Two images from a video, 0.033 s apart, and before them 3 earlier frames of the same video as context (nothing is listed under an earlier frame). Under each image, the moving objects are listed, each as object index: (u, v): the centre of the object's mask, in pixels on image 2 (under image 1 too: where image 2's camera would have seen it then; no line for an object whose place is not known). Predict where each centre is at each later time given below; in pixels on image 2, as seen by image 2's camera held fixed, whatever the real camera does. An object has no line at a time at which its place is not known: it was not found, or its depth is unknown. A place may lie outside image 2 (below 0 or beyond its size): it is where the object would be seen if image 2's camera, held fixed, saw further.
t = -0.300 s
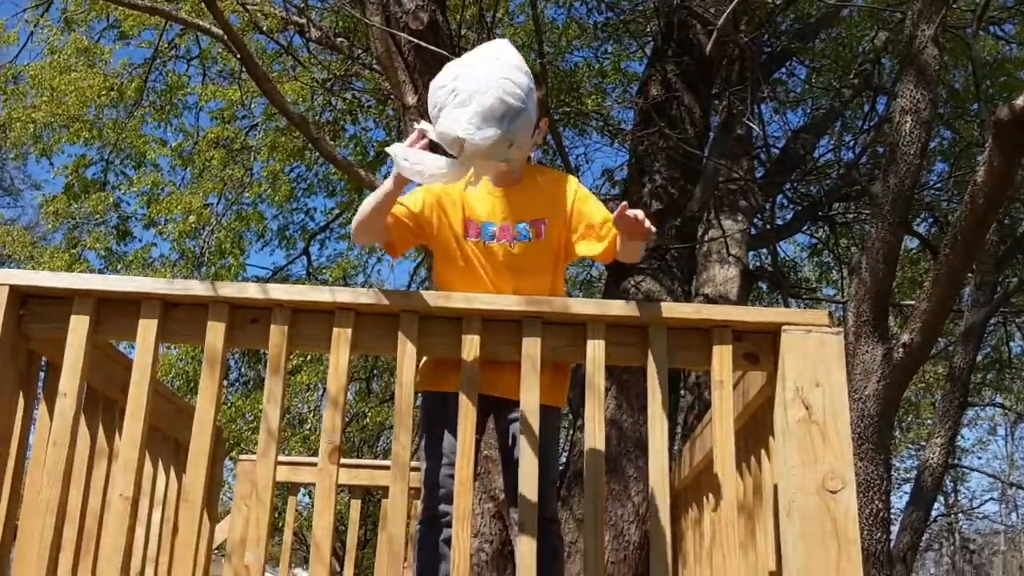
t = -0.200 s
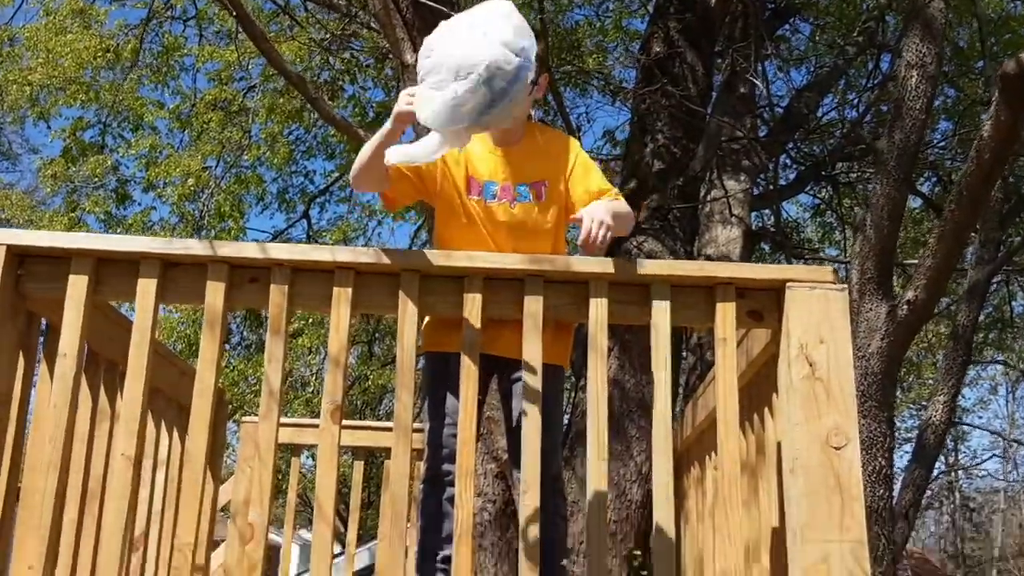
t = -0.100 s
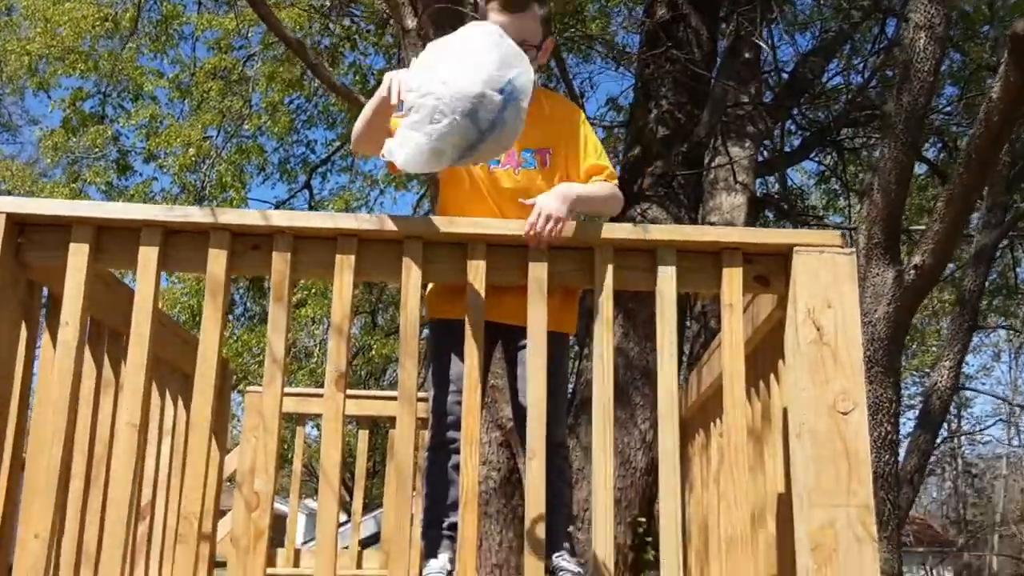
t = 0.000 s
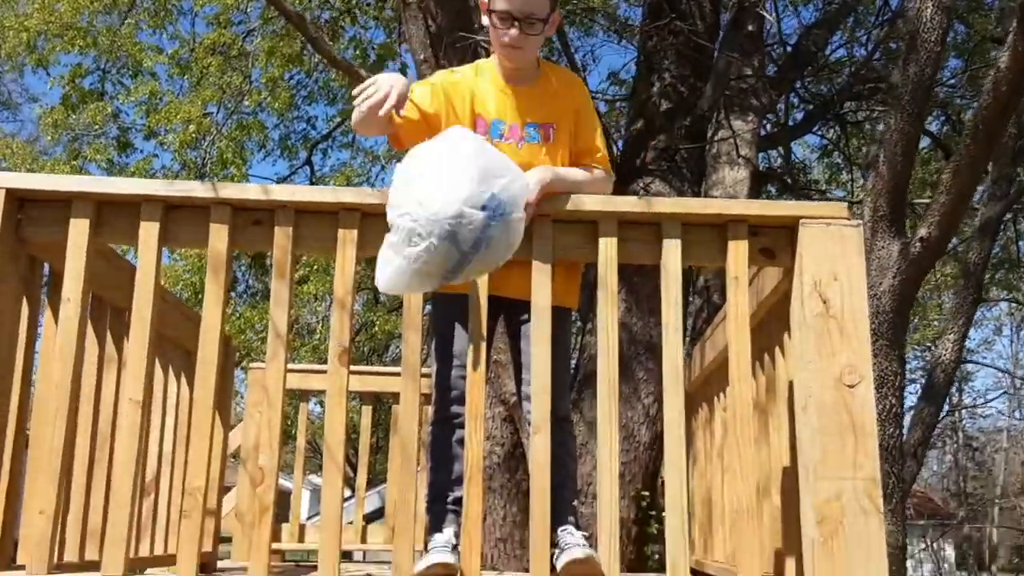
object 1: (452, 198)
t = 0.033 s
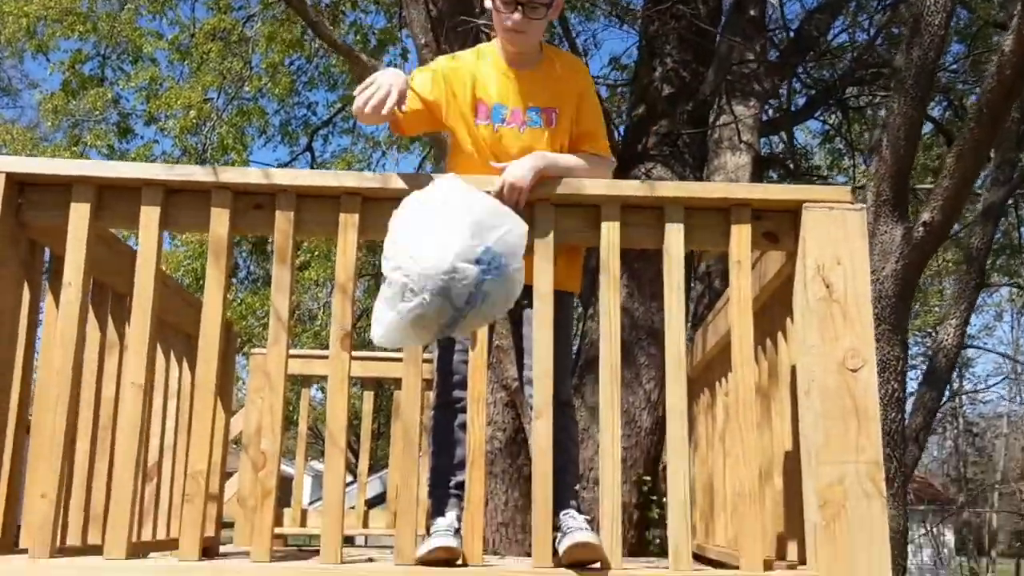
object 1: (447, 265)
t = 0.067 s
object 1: (443, 342)
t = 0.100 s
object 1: (441, 430)
